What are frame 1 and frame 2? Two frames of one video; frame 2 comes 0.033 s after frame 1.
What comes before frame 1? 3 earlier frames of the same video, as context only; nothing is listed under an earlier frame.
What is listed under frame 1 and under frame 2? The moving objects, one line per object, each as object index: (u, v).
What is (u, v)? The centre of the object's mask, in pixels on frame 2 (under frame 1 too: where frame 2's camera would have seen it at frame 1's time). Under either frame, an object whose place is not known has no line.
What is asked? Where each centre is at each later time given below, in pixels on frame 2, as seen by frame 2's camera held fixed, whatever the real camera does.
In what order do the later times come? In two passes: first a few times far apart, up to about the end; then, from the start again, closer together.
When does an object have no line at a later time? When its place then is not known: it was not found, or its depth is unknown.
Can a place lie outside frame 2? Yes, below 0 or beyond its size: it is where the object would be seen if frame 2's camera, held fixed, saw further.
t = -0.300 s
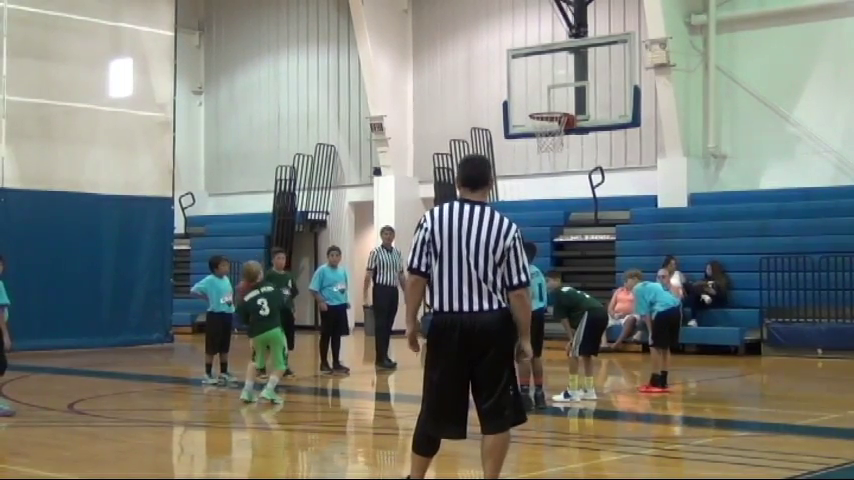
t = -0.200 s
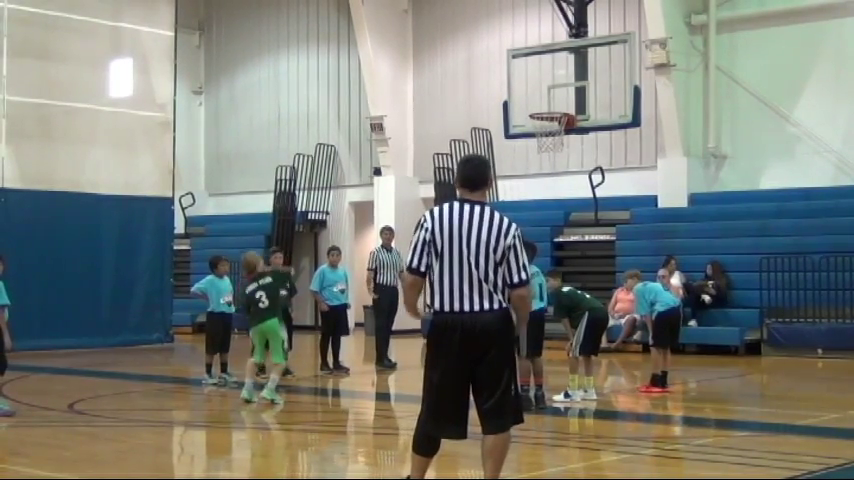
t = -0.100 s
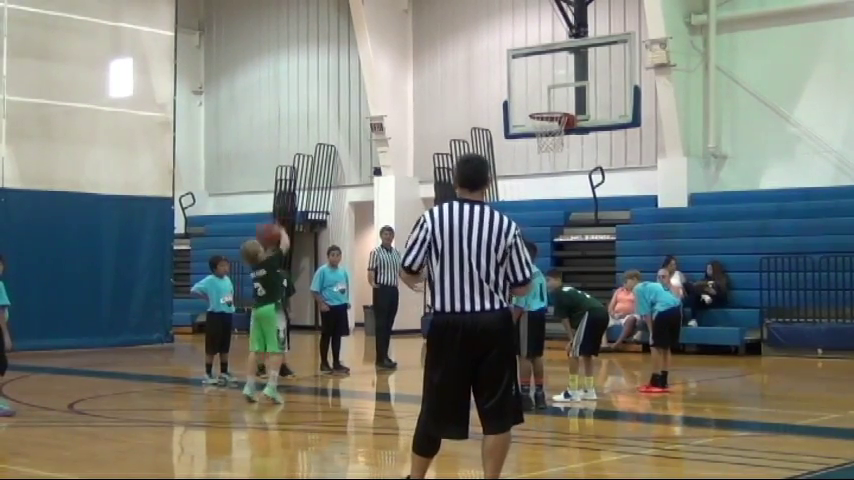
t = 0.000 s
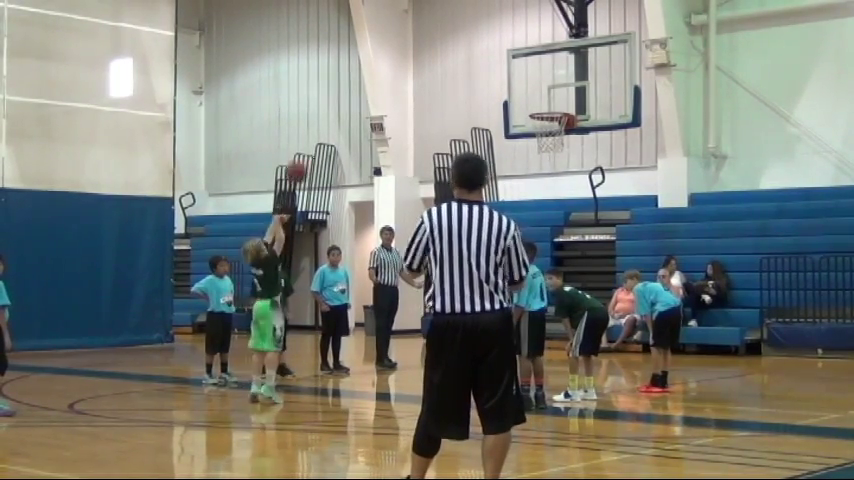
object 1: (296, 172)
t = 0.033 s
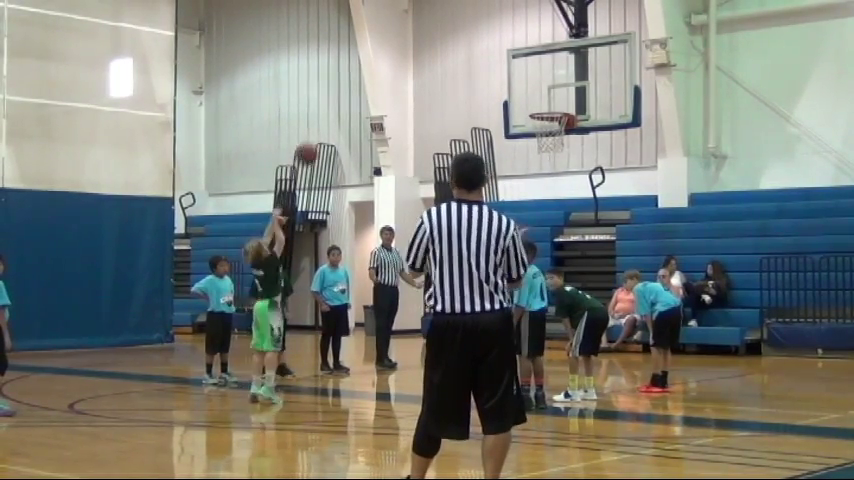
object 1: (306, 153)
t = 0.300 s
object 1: (381, 54)
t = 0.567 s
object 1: (448, 26)
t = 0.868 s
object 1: (514, 69)
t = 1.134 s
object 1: (553, 102)
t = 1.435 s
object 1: (541, 106)
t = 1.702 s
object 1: (556, 105)
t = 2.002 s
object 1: (545, 130)
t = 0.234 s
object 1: (363, 71)
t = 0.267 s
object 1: (372, 62)
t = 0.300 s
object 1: (381, 54)
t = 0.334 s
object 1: (390, 47)
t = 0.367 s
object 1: (398, 40)
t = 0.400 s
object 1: (408, 35)
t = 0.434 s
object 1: (416, 32)
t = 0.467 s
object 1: (424, 28)
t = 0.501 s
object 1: (432, 27)
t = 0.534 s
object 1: (440, 26)
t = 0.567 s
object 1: (448, 26)
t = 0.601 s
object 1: (456, 27)
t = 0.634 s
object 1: (463, 29)
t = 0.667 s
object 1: (471, 32)
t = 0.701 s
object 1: (478, 36)
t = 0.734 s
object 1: (485, 40)
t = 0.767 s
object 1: (493, 46)
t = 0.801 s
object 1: (500, 52)
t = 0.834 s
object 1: (507, 60)
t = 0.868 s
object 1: (514, 69)
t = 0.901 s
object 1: (520, 77)
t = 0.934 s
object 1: (527, 87)
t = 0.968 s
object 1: (533, 98)
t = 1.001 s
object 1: (539, 105)
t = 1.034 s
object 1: (543, 103)
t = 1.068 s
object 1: (546, 102)
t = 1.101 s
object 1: (550, 102)
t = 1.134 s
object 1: (553, 102)
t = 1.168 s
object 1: (557, 104)
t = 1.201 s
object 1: (558, 104)
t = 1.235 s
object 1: (554, 102)
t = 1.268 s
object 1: (551, 102)
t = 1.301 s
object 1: (547, 102)
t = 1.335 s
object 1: (544, 103)
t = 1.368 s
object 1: (540, 105)
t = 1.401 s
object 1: (538, 107)
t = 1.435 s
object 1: (541, 106)
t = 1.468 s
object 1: (544, 104)
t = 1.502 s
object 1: (548, 103)
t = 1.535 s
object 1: (551, 104)
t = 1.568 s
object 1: (555, 104)
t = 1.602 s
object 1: (559, 107)
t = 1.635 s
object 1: (559, 106)
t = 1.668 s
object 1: (558, 105)
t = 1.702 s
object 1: (556, 105)
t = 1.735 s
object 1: (554, 105)
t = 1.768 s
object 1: (553, 106)
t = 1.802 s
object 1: (551, 109)
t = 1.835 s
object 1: (550, 111)
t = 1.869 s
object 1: (549, 116)
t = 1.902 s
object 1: (548, 118)
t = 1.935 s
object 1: (546, 121)
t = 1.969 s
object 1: (546, 124)
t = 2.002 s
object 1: (545, 130)
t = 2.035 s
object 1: (544, 136)
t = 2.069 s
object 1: (544, 142)
